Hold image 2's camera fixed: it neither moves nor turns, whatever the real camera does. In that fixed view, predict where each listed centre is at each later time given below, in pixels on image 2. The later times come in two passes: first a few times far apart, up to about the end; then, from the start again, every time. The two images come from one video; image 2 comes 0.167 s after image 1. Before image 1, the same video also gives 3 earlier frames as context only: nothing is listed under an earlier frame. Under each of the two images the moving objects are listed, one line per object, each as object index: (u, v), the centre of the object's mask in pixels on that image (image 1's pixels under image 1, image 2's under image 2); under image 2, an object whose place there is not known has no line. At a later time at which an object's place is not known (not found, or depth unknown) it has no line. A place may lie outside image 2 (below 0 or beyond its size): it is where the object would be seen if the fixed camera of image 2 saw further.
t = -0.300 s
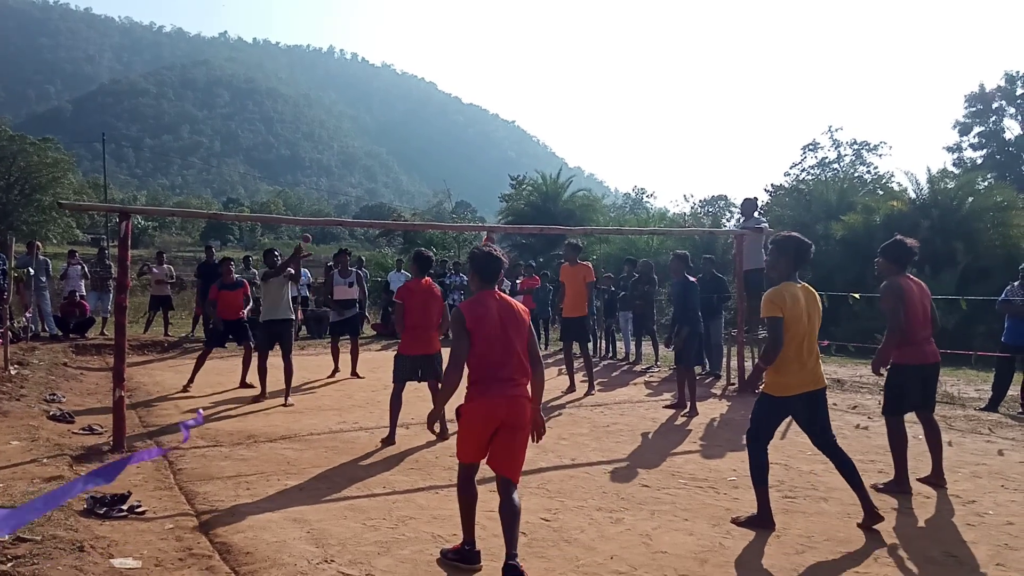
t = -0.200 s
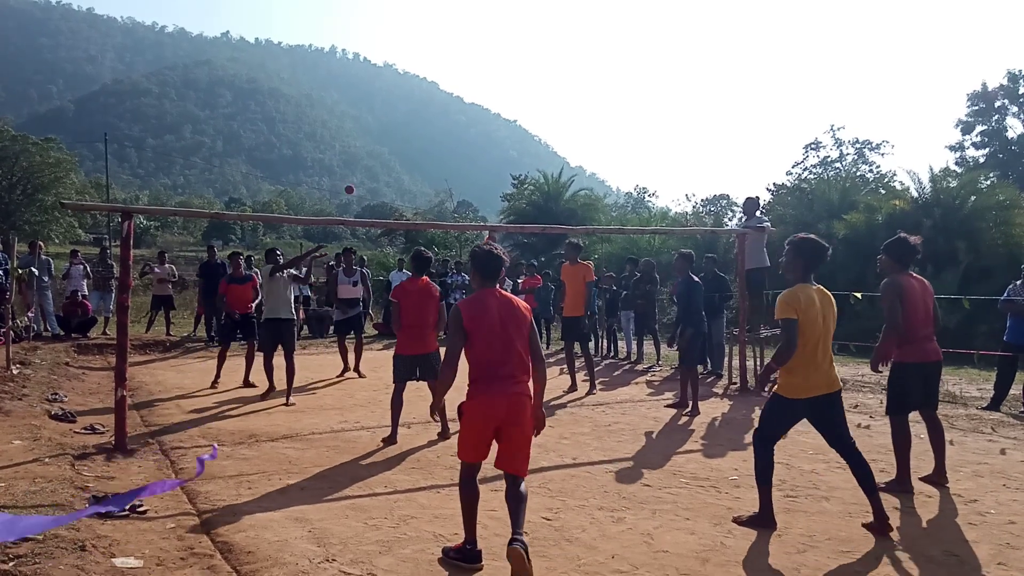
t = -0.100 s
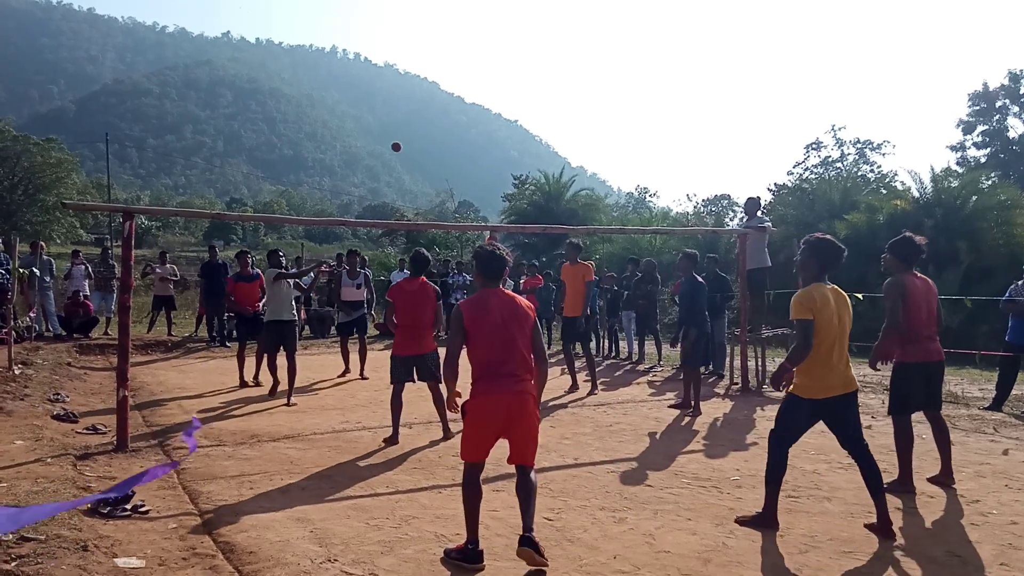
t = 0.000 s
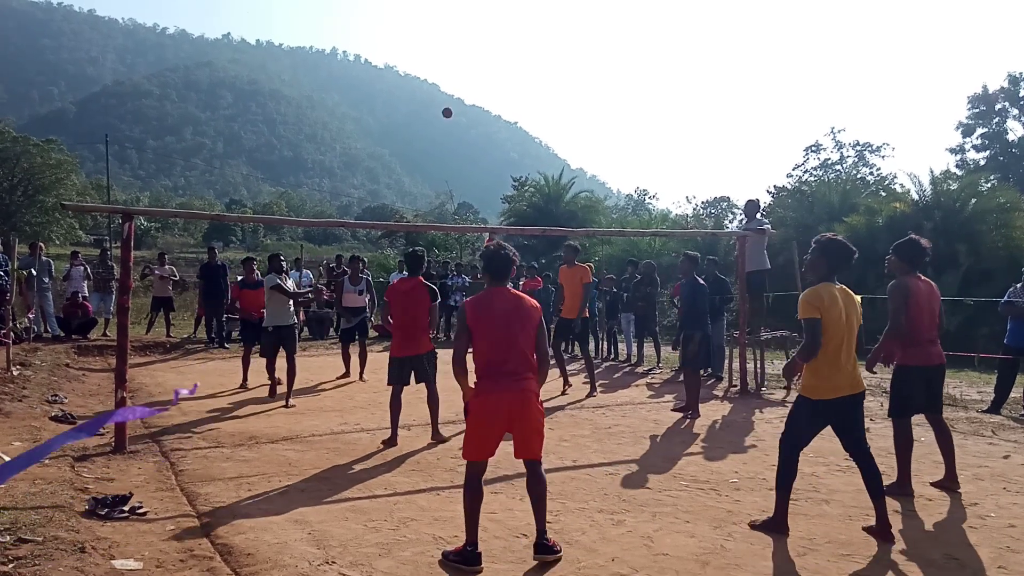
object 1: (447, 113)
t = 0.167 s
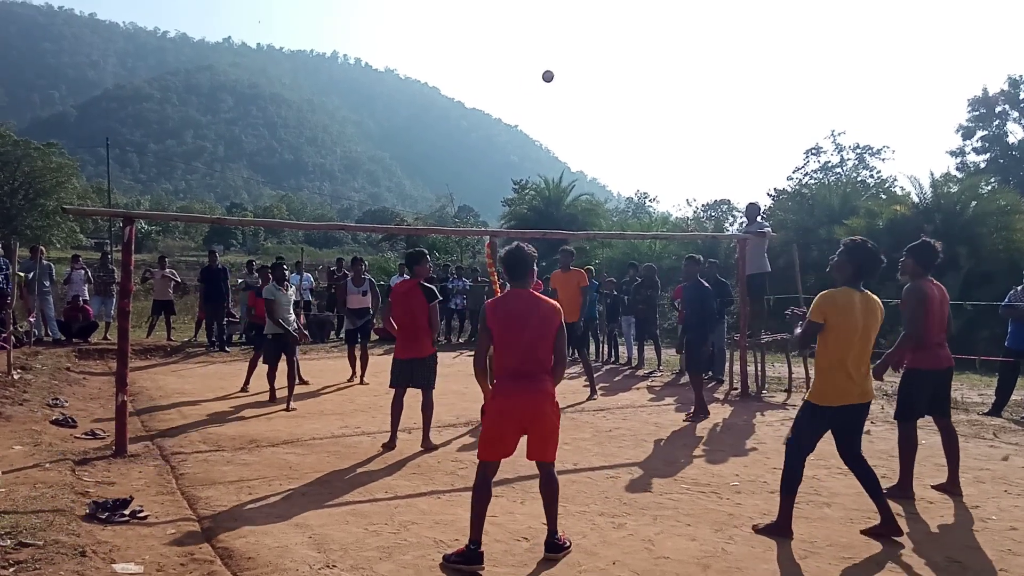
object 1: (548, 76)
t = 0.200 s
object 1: (570, 72)
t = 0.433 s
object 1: (761, 89)
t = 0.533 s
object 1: (867, 130)
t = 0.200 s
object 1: (570, 72)
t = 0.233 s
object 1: (594, 69)
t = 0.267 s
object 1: (618, 68)
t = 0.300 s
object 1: (644, 68)
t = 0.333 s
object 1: (672, 71)
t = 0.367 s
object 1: (700, 74)
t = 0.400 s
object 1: (730, 80)
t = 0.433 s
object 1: (761, 89)
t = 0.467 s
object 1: (795, 100)
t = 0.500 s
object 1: (830, 113)
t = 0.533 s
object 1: (867, 130)
